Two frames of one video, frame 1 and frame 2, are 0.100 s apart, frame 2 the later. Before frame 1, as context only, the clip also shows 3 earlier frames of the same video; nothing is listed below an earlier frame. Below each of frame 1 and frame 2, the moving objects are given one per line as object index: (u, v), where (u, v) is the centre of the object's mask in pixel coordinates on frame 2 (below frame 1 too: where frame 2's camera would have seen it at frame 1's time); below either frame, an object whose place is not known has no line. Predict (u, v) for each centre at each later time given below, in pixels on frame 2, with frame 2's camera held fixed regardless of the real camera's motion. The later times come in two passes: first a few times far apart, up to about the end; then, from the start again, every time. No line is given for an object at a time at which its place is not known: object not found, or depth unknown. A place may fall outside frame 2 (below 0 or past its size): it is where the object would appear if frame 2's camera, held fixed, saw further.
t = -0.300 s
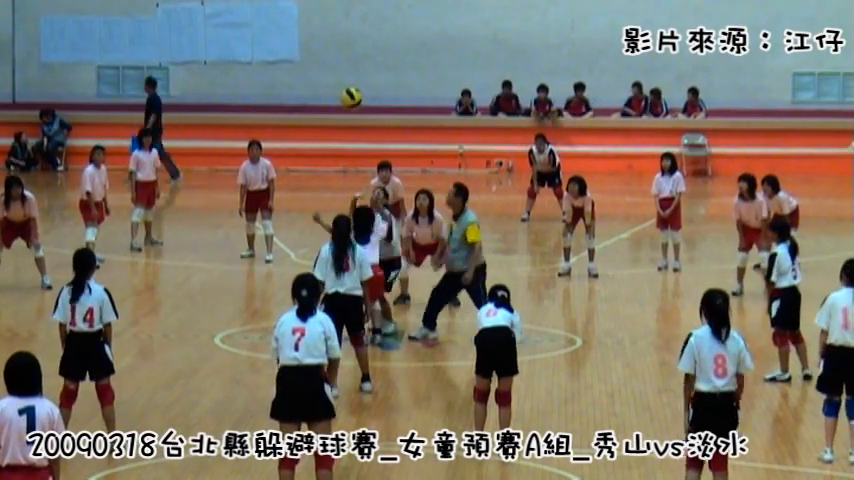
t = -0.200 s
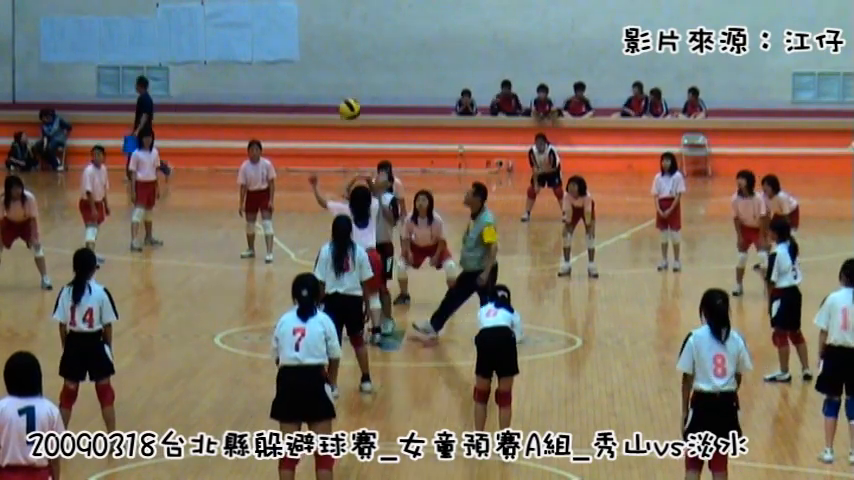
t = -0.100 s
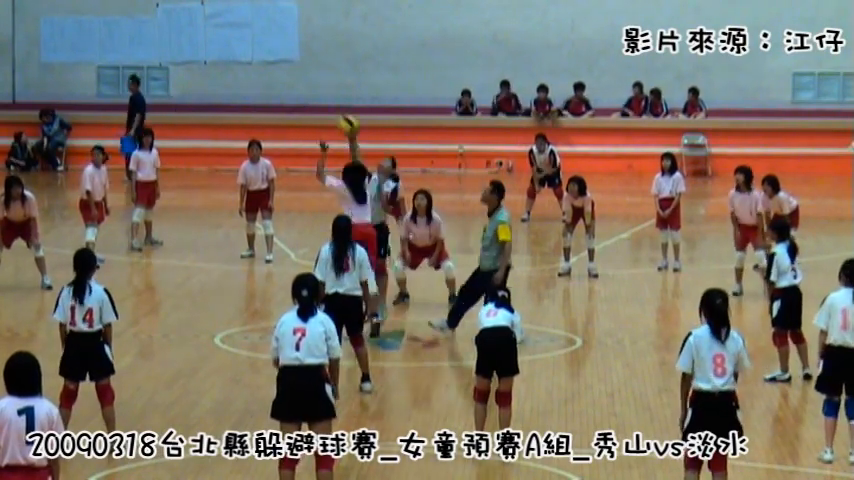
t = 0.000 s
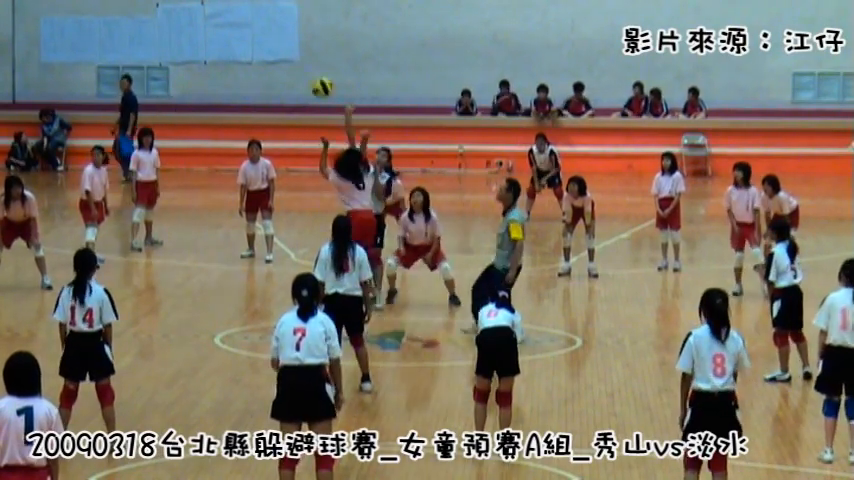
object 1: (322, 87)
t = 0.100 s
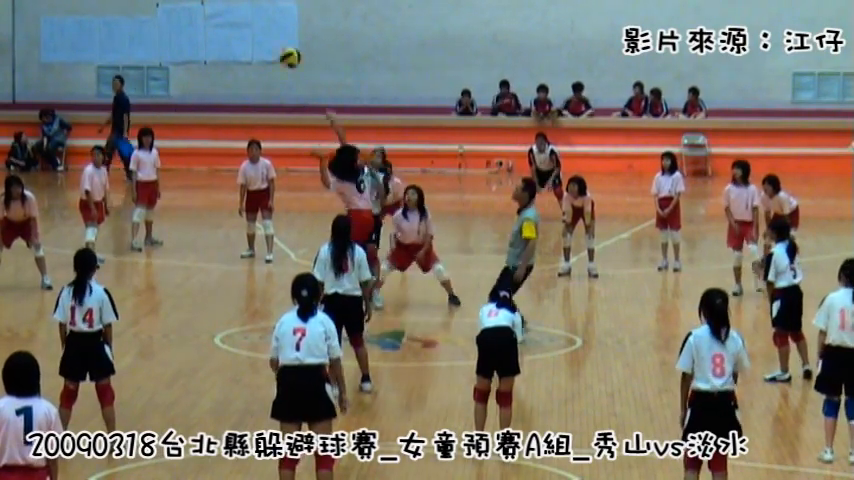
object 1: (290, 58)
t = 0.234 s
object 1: (246, 32)
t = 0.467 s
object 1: (170, 31)
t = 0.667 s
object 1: (106, 74)
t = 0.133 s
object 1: (278, 49)
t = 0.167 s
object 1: (267, 43)
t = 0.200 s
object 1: (257, 37)
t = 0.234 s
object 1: (246, 32)
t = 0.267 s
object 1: (235, 29)
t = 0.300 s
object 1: (225, 26)
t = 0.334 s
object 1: (213, 25)
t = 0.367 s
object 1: (203, 25)
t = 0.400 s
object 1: (192, 25)
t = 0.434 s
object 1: (181, 28)
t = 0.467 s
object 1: (170, 31)
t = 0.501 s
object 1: (160, 36)
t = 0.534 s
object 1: (149, 41)
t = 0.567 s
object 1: (138, 48)
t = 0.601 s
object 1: (127, 56)
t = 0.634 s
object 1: (116, 65)
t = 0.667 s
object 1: (106, 74)
